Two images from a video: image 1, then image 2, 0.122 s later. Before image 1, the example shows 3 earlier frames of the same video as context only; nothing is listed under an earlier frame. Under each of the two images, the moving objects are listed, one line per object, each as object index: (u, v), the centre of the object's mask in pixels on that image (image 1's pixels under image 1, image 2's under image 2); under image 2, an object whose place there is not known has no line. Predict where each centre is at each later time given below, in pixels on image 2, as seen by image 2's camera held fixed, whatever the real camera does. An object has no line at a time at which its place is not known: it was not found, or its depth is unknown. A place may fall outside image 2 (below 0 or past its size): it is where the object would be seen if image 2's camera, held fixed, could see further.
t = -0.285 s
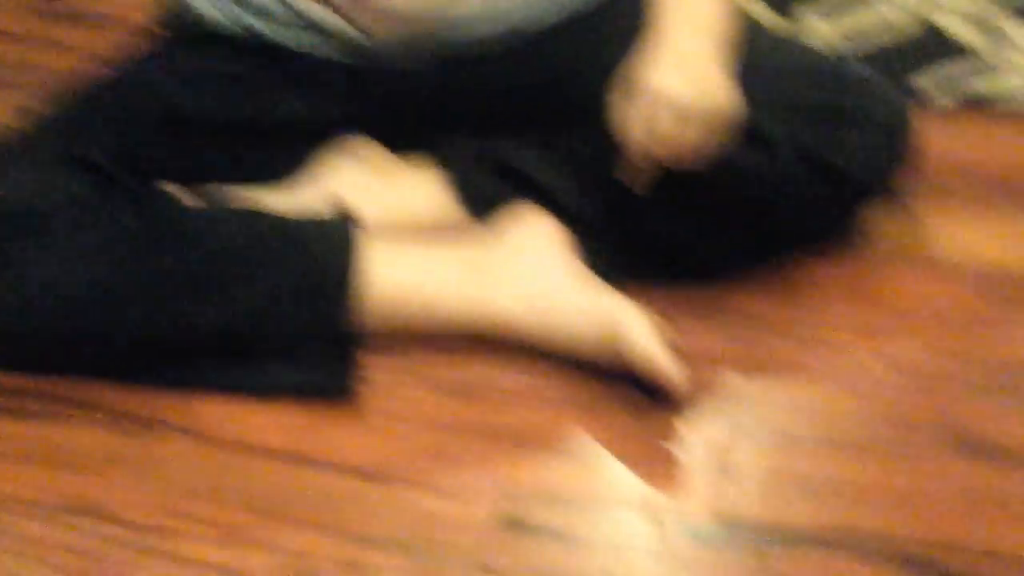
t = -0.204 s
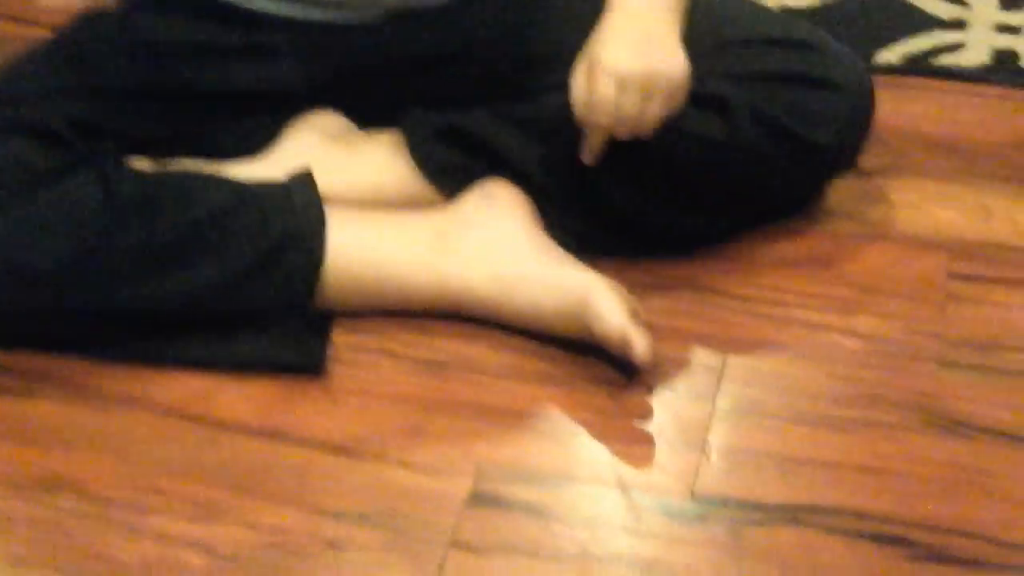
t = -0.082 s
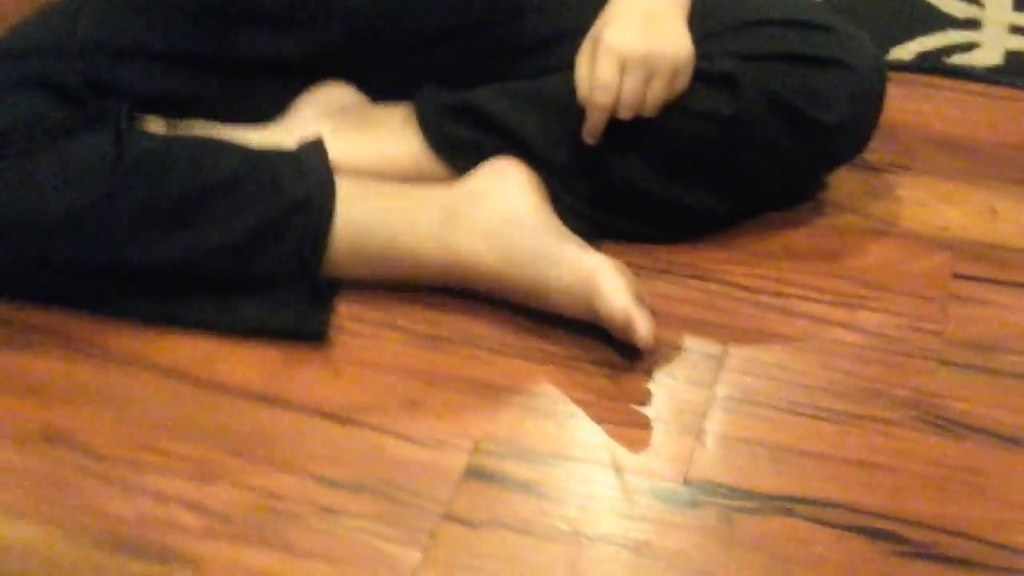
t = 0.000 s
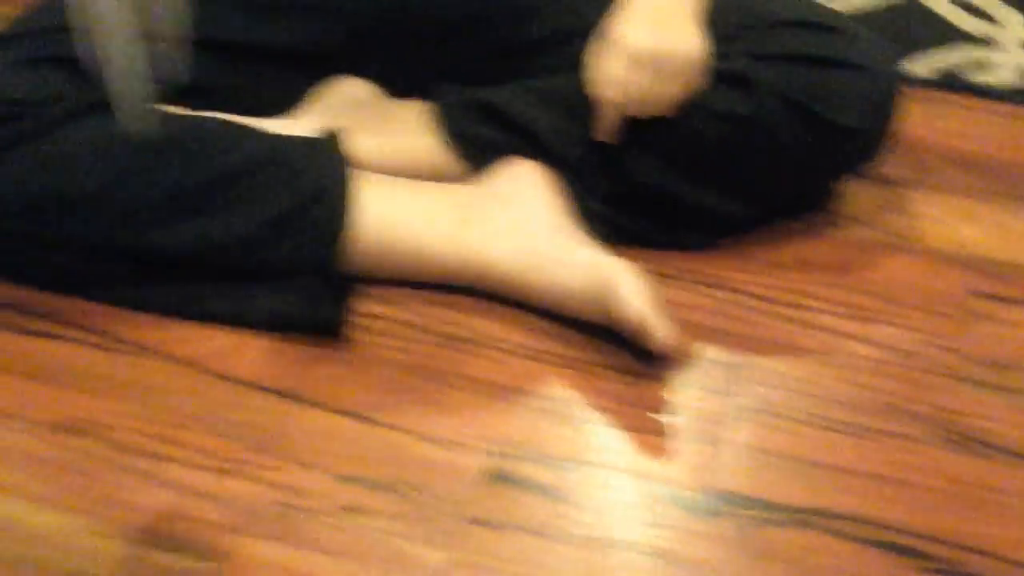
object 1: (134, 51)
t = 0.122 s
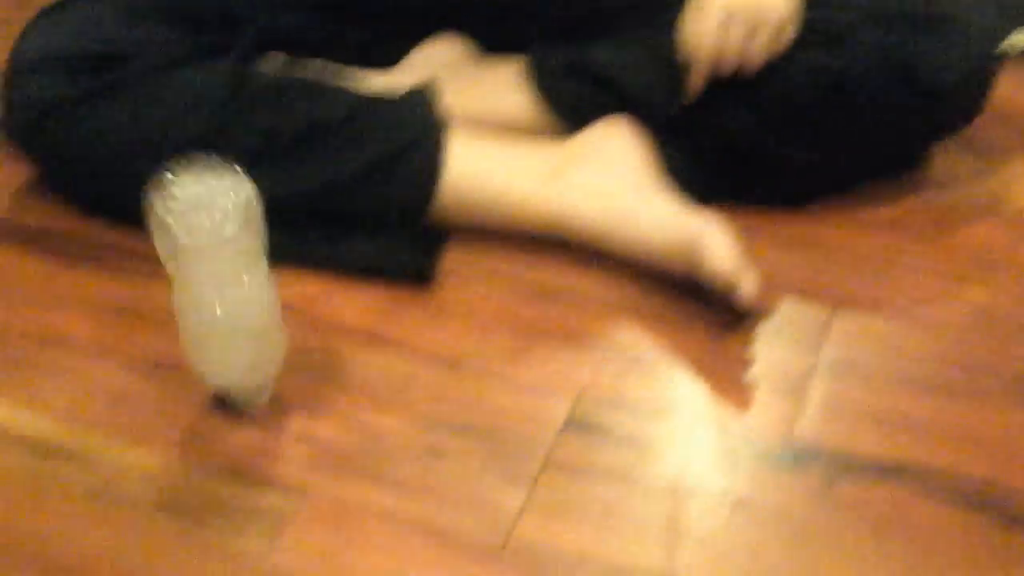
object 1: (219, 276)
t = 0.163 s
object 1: (195, 270)
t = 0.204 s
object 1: (173, 272)
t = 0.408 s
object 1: (76, 367)
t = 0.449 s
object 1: (71, 368)
